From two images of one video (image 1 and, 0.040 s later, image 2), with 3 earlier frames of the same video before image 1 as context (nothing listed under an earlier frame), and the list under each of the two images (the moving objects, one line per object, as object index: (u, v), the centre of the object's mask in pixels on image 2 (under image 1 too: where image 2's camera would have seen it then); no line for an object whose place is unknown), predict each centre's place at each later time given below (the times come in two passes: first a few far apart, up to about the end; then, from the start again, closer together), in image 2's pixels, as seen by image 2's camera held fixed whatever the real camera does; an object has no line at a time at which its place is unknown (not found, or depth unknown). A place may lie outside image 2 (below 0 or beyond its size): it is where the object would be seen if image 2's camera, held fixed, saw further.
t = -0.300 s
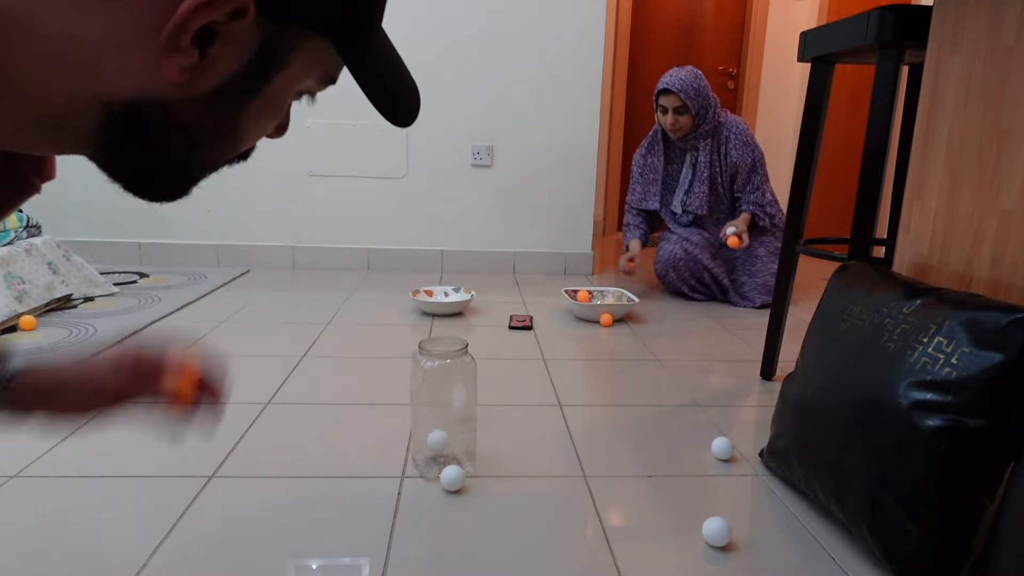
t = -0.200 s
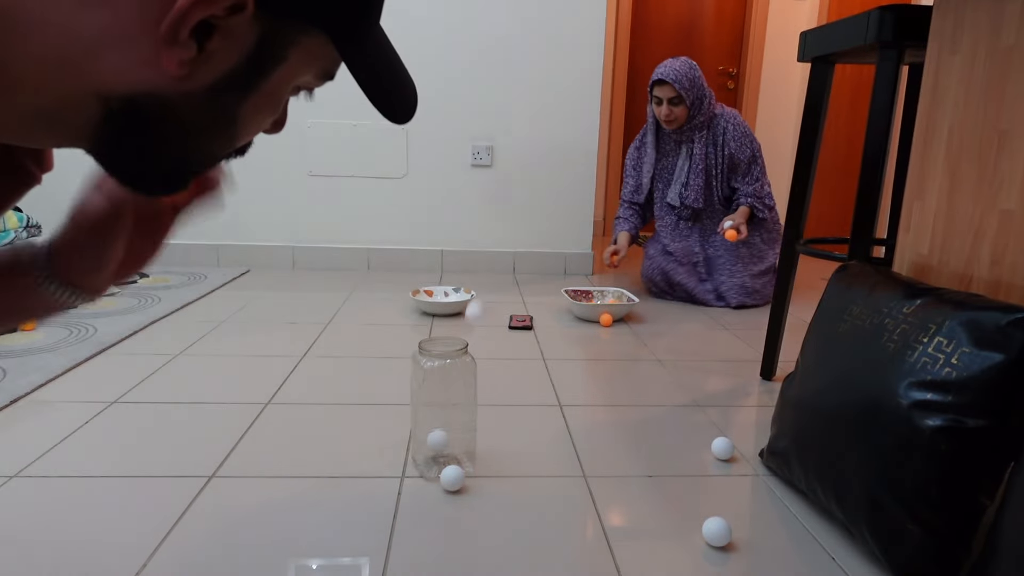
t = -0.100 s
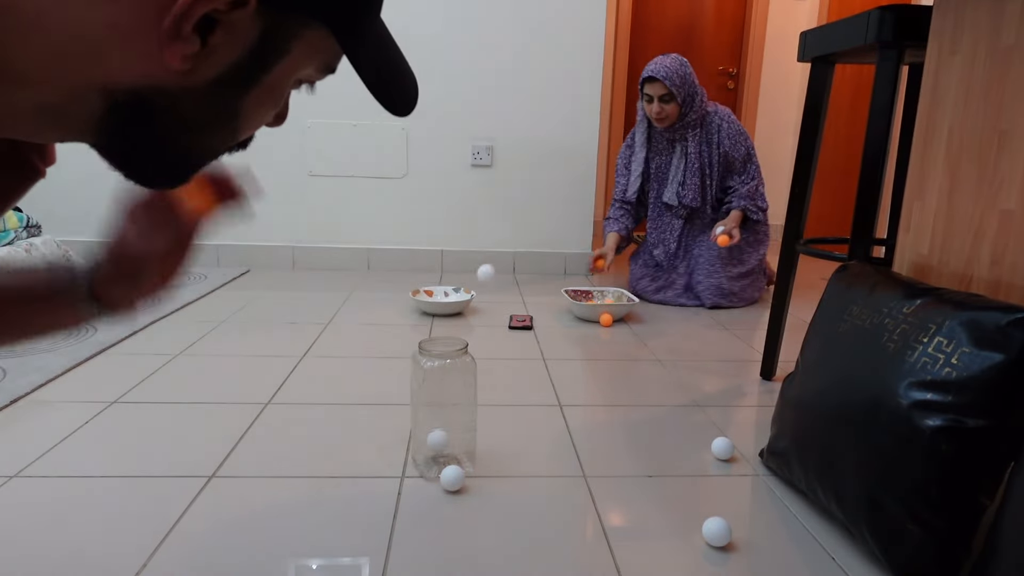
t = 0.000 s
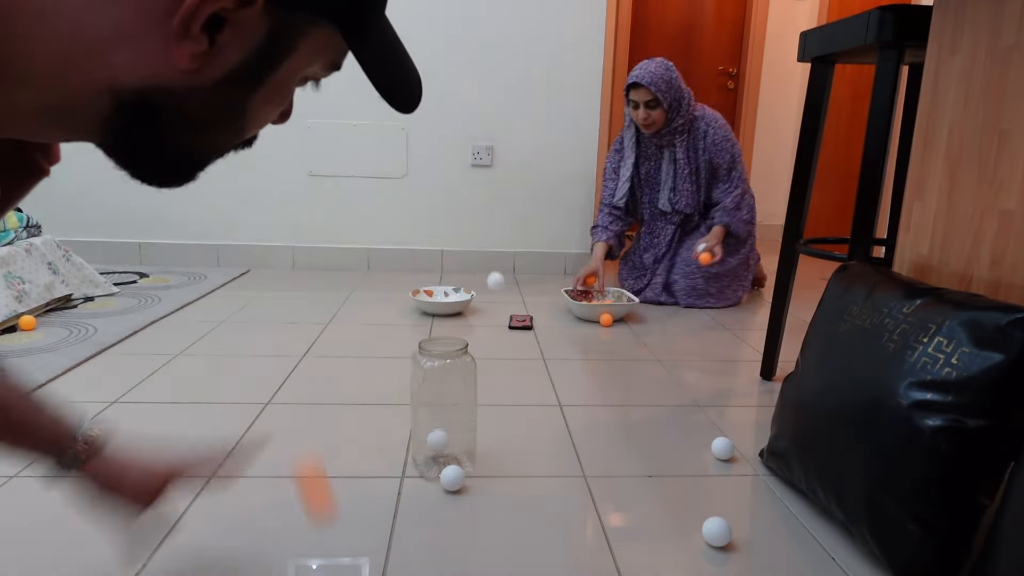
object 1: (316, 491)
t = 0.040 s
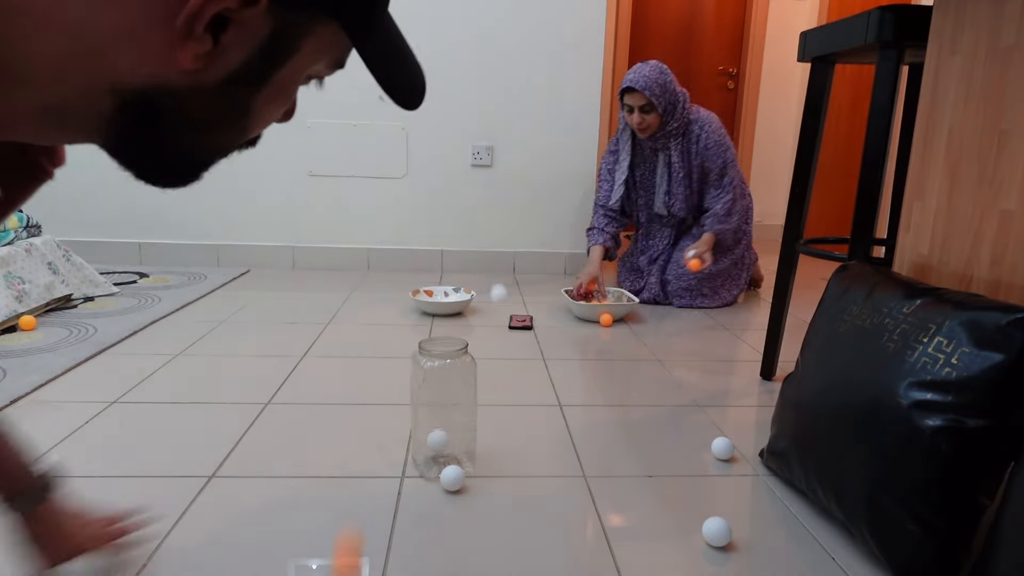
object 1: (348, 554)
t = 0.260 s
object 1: (407, 175)
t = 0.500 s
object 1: (469, 192)
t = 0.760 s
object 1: (511, 396)
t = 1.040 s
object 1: (554, 270)
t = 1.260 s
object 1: (572, 421)
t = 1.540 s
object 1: (611, 322)
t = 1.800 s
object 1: (635, 352)
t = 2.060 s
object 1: (649, 404)
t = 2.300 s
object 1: (668, 355)
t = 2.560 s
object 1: (687, 354)
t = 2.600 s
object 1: (690, 360)
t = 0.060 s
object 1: (353, 511)
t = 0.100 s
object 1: (363, 421)
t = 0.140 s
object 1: (374, 341)
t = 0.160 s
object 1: (379, 303)
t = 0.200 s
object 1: (390, 244)
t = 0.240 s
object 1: (401, 195)
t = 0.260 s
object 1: (407, 175)
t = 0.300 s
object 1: (419, 147)
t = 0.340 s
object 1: (430, 131)
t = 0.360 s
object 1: (435, 129)
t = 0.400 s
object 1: (445, 133)
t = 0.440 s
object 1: (455, 148)
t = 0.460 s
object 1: (460, 160)
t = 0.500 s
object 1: (469, 192)
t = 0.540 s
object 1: (477, 234)
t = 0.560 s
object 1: (481, 259)
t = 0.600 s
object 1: (486, 311)
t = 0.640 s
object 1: (492, 372)
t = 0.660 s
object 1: (495, 404)
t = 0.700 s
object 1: (498, 469)
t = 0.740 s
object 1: (506, 424)
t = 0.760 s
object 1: (511, 396)
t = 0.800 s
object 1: (518, 351)
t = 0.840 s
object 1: (524, 316)
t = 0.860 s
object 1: (529, 298)
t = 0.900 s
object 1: (535, 276)
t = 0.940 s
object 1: (541, 263)
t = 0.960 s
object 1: (544, 260)
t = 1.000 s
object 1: (549, 261)
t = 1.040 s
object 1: (554, 270)
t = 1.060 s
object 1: (556, 278)
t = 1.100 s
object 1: (560, 302)
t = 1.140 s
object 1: (563, 331)
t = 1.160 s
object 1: (565, 351)
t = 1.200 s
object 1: (567, 391)
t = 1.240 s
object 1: (569, 437)
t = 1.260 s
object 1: (572, 421)
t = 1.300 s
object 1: (579, 384)
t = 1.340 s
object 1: (586, 353)
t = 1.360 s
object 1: (589, 341)
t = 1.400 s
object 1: (595, 322)
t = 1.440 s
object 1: (600, 312)
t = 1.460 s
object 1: (603, 311)
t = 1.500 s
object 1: (608, 314)
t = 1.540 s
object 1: (611, 322)
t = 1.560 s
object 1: (615, 331)
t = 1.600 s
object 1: (618, 352)
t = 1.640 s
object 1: (620, 382)
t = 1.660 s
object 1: (621, 398)
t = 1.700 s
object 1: (623, 418)
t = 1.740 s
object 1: (629, 385)
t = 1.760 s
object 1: (631, 372)
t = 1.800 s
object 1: (635, 352)
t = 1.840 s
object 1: (639, 340)
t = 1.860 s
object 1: (640, 337)
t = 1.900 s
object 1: (643, 336)
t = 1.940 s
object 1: (646, 342)
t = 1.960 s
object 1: (647, 348)
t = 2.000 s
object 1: (648, 366)
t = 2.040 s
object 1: (649, 390)
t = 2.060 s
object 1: (649, 404)
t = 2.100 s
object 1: (652, 390)
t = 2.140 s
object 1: (657, 368)
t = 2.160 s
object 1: (659, 361)
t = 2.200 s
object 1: (662, 350)
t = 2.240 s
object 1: (665, 347)
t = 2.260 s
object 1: (666, 348)
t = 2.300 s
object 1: (668, 355)
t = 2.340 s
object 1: (669, 369)
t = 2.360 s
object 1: (670, 378)
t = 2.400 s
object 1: (671, 396)
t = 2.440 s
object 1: (676, 376)
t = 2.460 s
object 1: (678, 367)
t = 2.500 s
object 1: (682, 357)
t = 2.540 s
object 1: (686, 354)
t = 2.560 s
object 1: (687, 354)
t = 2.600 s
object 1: (690, 360)
